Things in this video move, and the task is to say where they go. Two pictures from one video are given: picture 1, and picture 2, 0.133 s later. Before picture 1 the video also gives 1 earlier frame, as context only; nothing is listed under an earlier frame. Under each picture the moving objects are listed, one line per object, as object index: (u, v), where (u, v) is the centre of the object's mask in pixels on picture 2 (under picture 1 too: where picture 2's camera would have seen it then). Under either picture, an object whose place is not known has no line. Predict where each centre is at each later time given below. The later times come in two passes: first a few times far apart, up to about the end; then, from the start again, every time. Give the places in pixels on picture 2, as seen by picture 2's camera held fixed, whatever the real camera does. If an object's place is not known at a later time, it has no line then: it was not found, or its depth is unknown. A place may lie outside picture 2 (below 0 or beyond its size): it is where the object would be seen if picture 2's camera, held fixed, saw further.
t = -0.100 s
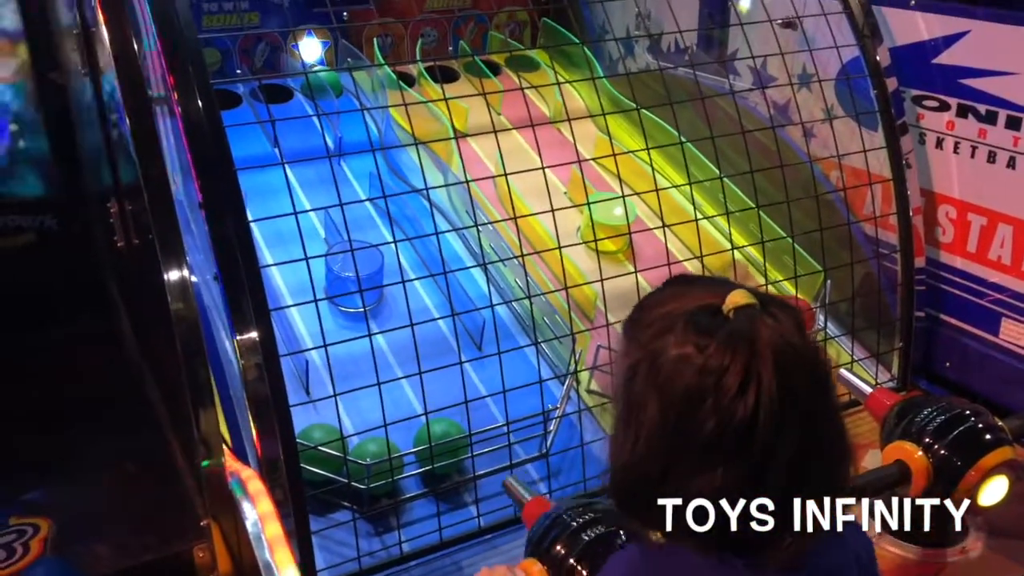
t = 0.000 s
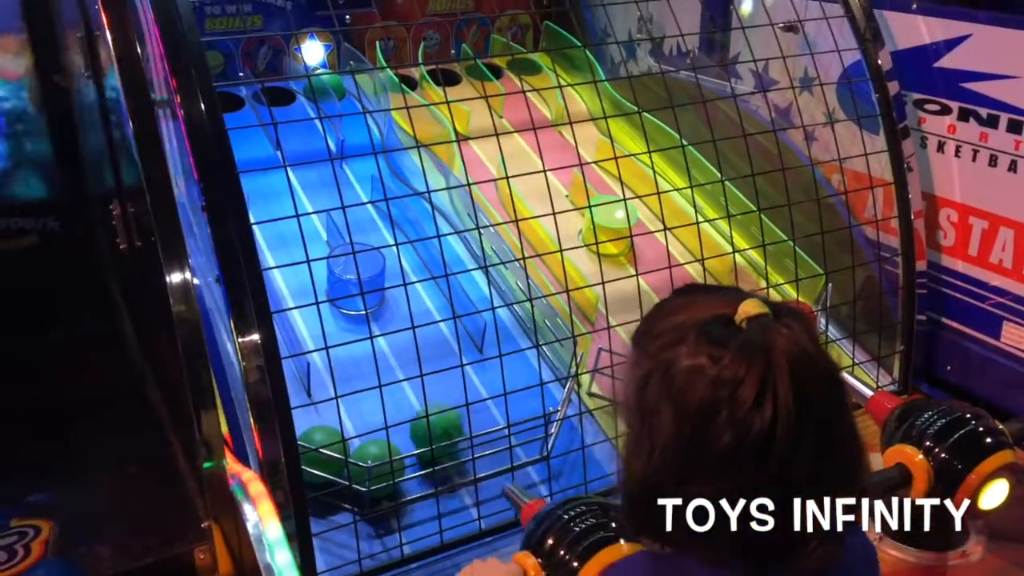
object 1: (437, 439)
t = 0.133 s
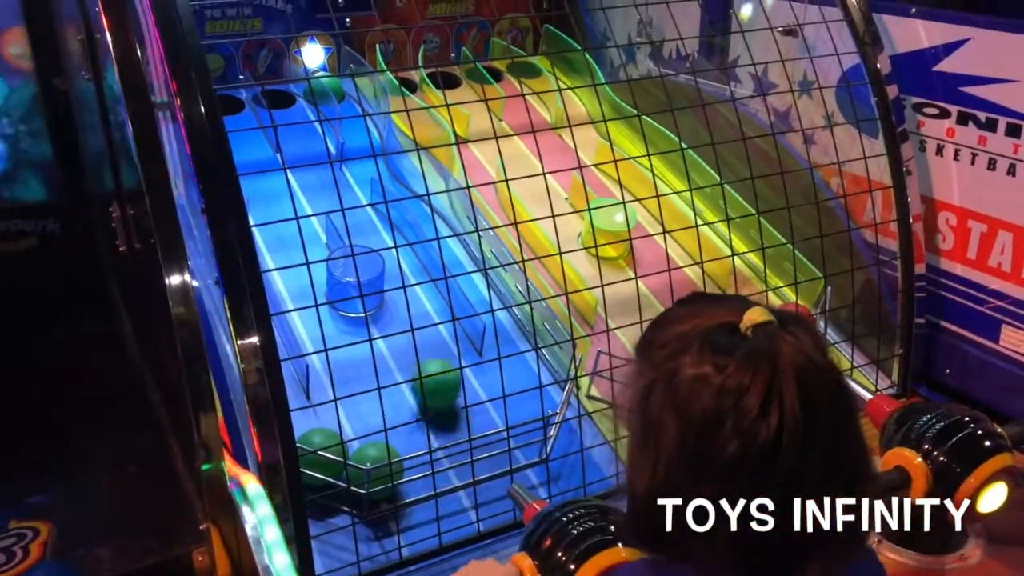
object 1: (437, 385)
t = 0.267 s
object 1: (432, 330)
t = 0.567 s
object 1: (381, 232)
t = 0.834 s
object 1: (331, 172)
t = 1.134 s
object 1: (295, 124)
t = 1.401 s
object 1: (292, 103)
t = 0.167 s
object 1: (436, 369)
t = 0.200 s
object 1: (434, 357)
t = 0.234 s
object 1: (433, 344)
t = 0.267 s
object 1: (432, 330)
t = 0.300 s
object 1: (430, 317)
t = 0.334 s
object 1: (429, 304)
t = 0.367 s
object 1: (427, 292)
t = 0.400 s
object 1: (419, 283)
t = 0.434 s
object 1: (411, 275)
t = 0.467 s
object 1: (404, 266)
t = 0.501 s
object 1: (396, 252)
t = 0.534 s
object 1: (388, 241)
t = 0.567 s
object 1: (381, 232)
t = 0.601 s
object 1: (374, 225)
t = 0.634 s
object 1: (368, 216)
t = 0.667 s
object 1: (363, 208)
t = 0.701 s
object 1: (357, 200)
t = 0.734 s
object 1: (351, 191)
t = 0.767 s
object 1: (344, 184)
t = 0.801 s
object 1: (337, 177)
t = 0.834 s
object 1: (331, 172)
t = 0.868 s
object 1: (326, 166)
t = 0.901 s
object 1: (320, 161)
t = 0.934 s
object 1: (315, 154)
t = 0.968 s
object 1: (311, 148)
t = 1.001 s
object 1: (307, 144)
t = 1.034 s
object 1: (304, 139)
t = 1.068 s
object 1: (301, 135)
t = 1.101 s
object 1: (298, 129)
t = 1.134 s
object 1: (295, 124)
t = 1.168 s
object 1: (293, 121)
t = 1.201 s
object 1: (293, 119)
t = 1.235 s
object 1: (291, 116)
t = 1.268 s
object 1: (291, 113)
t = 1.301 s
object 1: (290, 108)
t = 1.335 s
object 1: (290, 106)
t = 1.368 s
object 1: (291, 104)
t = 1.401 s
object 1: (292, 103)
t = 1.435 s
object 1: (292, 102)
